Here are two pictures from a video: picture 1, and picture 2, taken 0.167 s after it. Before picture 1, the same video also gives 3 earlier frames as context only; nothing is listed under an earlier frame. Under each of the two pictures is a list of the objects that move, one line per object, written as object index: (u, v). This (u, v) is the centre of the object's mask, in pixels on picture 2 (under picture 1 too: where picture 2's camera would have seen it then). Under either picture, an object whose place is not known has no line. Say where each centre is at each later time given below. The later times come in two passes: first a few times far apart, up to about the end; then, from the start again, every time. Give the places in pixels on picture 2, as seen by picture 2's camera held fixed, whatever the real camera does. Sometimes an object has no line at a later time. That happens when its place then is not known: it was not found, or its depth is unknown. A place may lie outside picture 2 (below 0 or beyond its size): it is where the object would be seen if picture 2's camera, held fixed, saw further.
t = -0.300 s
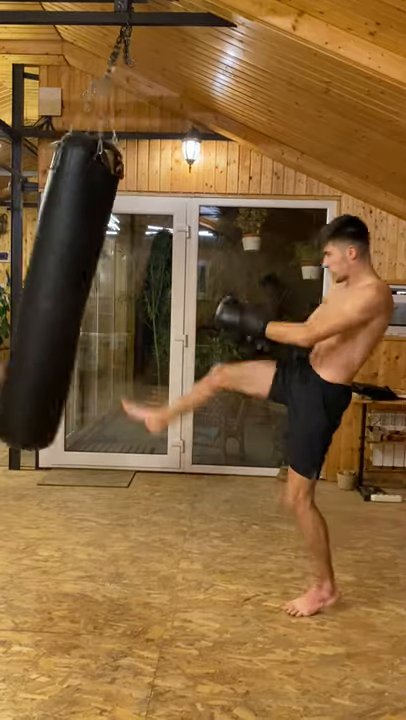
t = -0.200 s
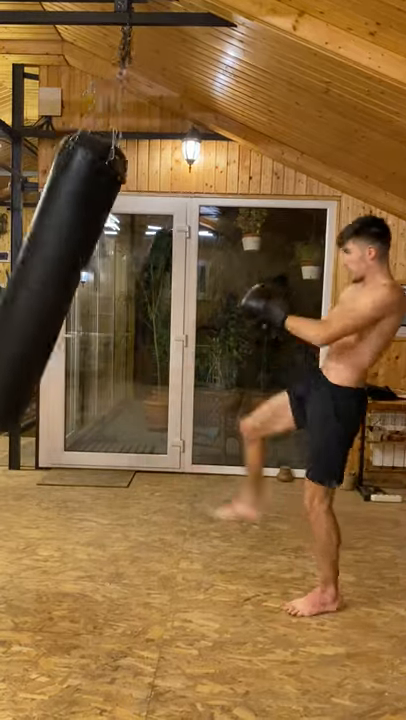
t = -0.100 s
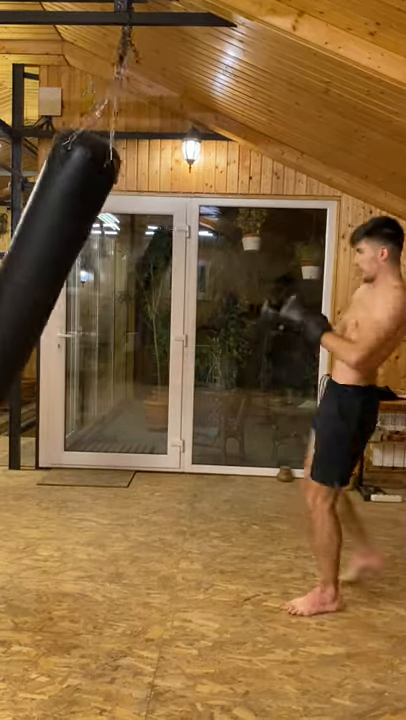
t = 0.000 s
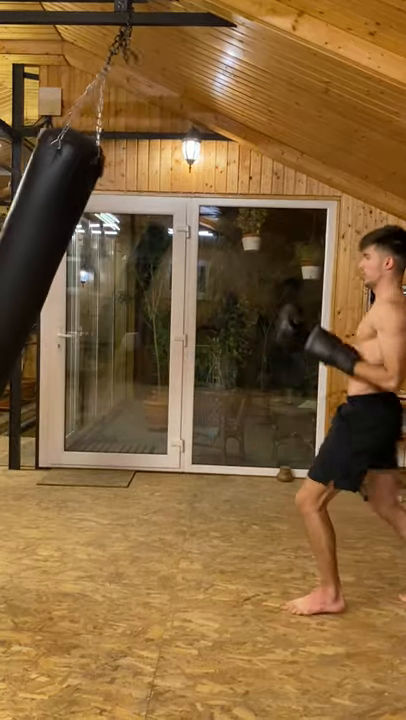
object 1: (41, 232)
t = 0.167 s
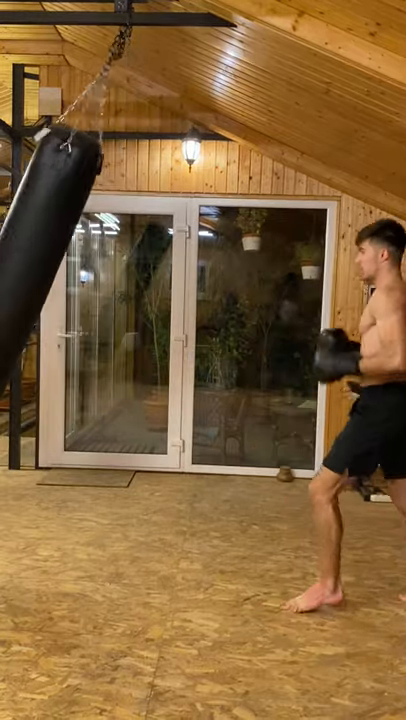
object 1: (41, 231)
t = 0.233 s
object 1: (45, 241)
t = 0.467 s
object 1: (57, 289)
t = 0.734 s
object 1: (124, 305)
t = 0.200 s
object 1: (43, 237)
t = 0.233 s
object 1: (45, 241)
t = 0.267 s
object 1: (47, 246)
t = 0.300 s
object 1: (49, 251)
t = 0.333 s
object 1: (50, 256)
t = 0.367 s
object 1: (51, 265)
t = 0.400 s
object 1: (52, 273)
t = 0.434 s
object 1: (54, 282)
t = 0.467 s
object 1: (57, 289)
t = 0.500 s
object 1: (63, 293)
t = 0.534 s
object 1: (70, 295)
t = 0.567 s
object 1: (78, 297)
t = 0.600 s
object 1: (87, 301)
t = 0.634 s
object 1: (95, 303)
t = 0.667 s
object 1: (105, 304)
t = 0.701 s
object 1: (115, 303)
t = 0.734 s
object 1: (124, 305)
